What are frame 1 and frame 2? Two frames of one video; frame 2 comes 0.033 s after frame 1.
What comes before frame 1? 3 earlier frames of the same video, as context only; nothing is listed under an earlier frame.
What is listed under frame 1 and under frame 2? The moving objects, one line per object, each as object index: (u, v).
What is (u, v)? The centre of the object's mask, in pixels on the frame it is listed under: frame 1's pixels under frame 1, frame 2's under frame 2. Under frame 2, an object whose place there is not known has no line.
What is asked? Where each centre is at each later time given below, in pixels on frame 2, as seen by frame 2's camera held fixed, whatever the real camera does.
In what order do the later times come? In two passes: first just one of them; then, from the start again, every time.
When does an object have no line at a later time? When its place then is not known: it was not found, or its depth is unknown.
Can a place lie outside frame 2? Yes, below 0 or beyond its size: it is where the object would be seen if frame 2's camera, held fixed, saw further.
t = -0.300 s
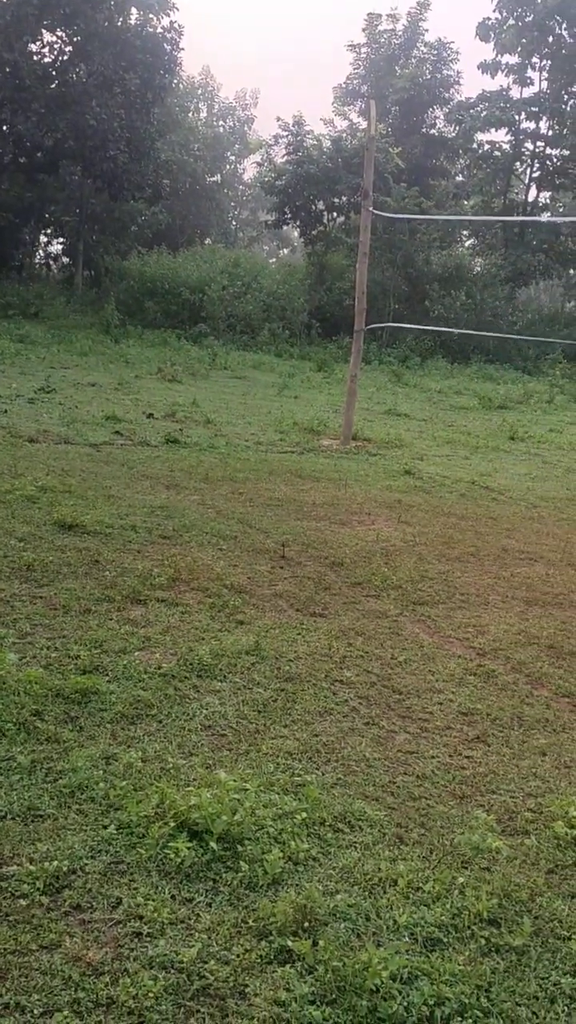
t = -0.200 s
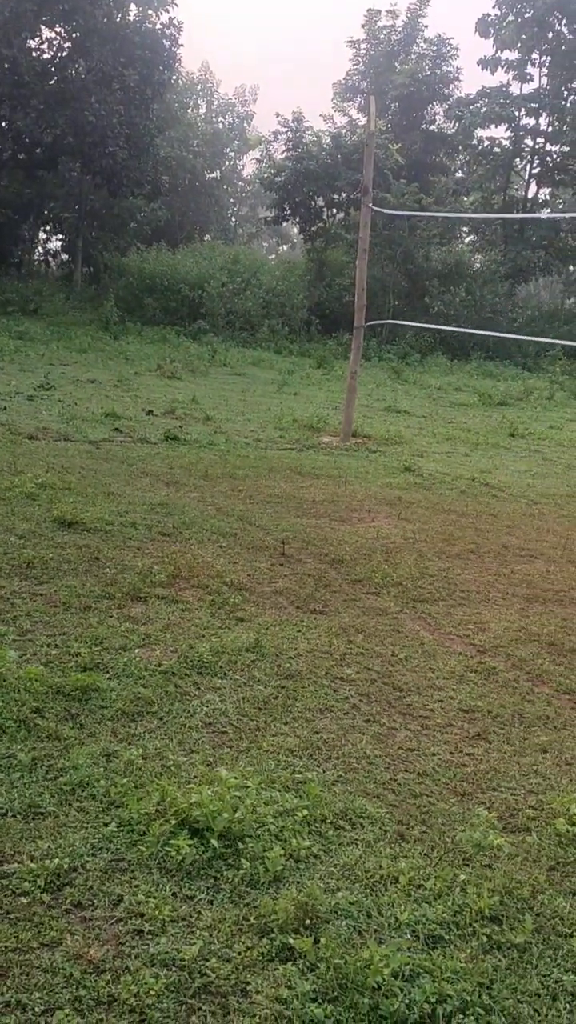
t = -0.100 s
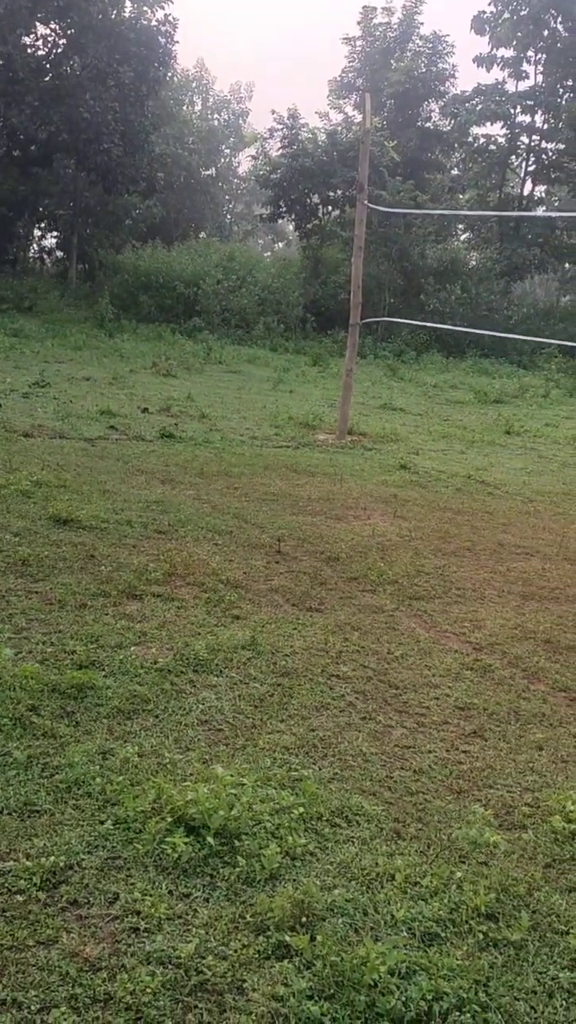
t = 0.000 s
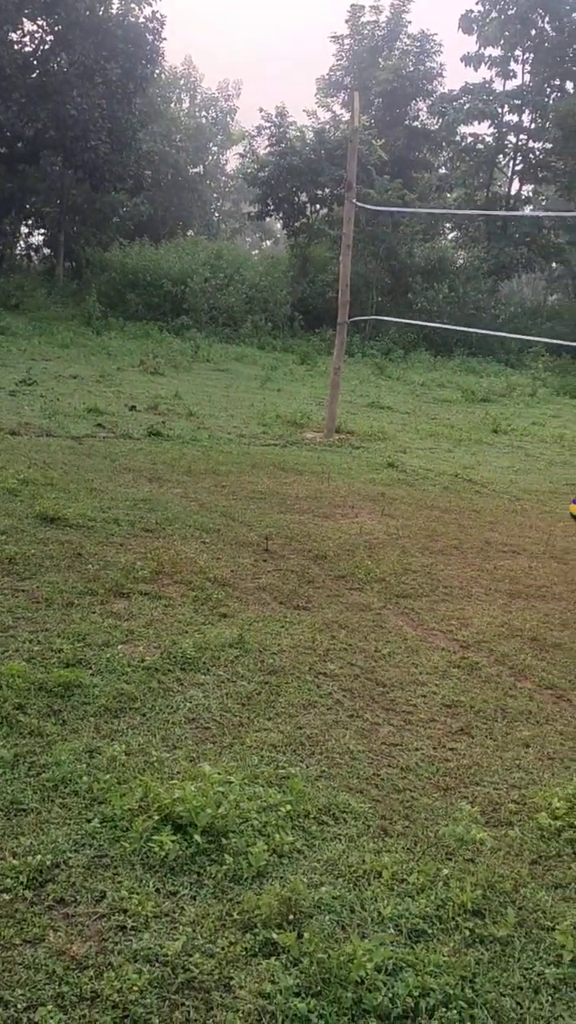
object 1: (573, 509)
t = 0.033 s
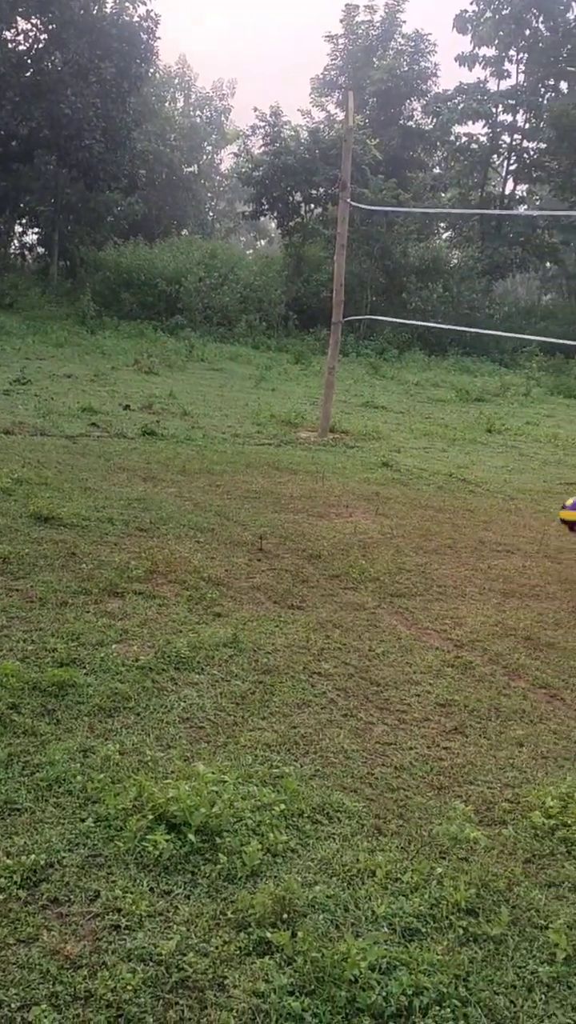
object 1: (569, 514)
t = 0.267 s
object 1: (552, 533)
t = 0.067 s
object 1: (570, 522)
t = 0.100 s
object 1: (568, 531)
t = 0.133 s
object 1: (563, 542)
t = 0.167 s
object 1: (559, 554)
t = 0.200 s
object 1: (557, 554)
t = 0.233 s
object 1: (554, 542)
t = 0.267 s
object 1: (552, 533)
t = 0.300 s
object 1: (550, 525)
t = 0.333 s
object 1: (548, 519)
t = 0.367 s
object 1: (545, 515)
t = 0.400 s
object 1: (542, 512)
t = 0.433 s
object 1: (539, 512)
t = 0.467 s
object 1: (535, 514)
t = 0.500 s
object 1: (532, 518)
